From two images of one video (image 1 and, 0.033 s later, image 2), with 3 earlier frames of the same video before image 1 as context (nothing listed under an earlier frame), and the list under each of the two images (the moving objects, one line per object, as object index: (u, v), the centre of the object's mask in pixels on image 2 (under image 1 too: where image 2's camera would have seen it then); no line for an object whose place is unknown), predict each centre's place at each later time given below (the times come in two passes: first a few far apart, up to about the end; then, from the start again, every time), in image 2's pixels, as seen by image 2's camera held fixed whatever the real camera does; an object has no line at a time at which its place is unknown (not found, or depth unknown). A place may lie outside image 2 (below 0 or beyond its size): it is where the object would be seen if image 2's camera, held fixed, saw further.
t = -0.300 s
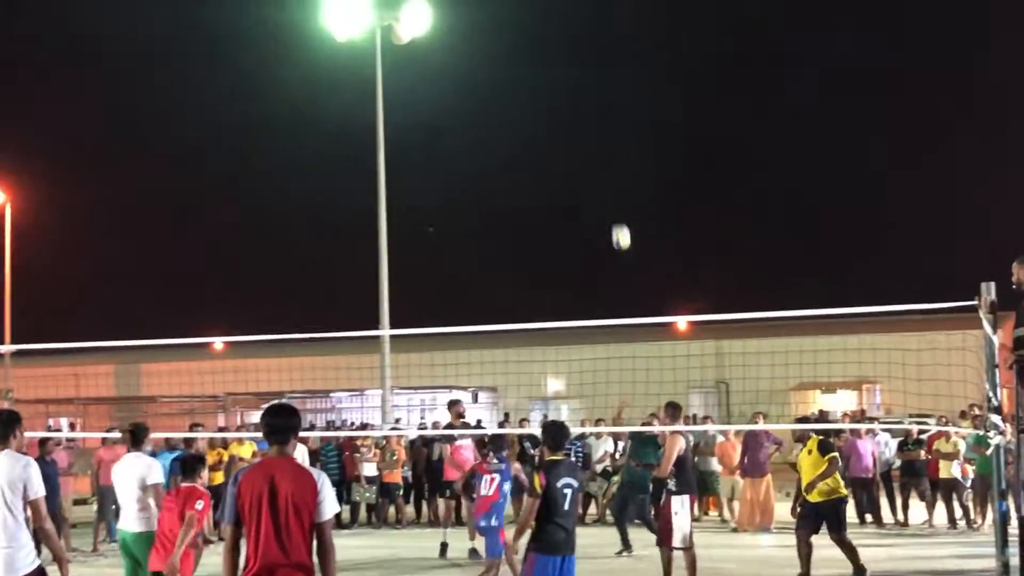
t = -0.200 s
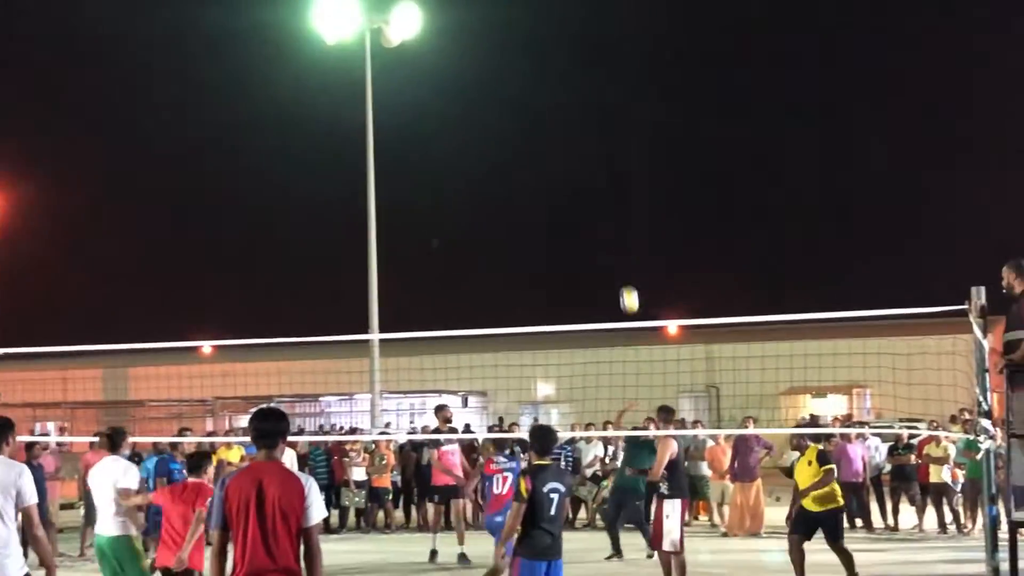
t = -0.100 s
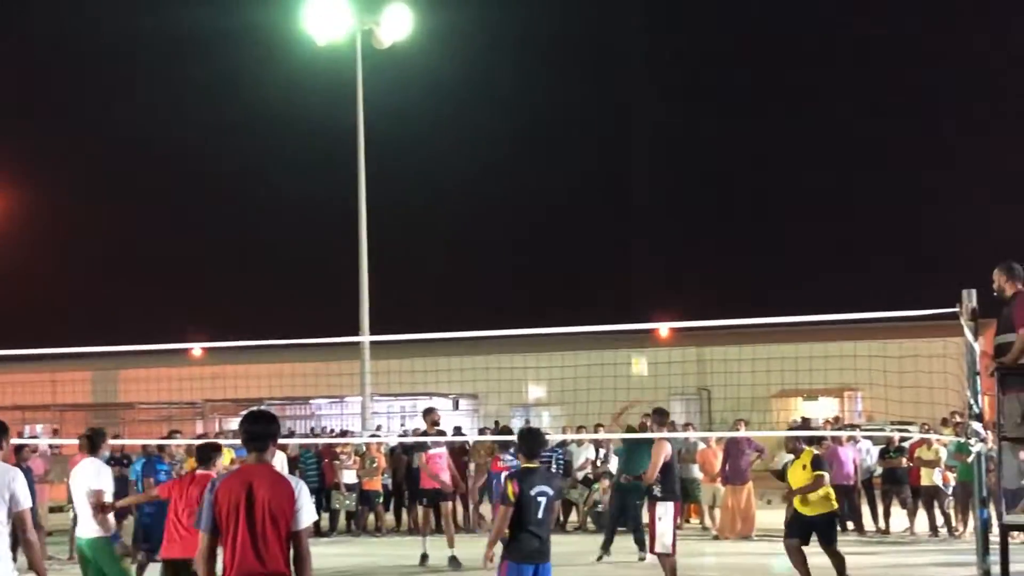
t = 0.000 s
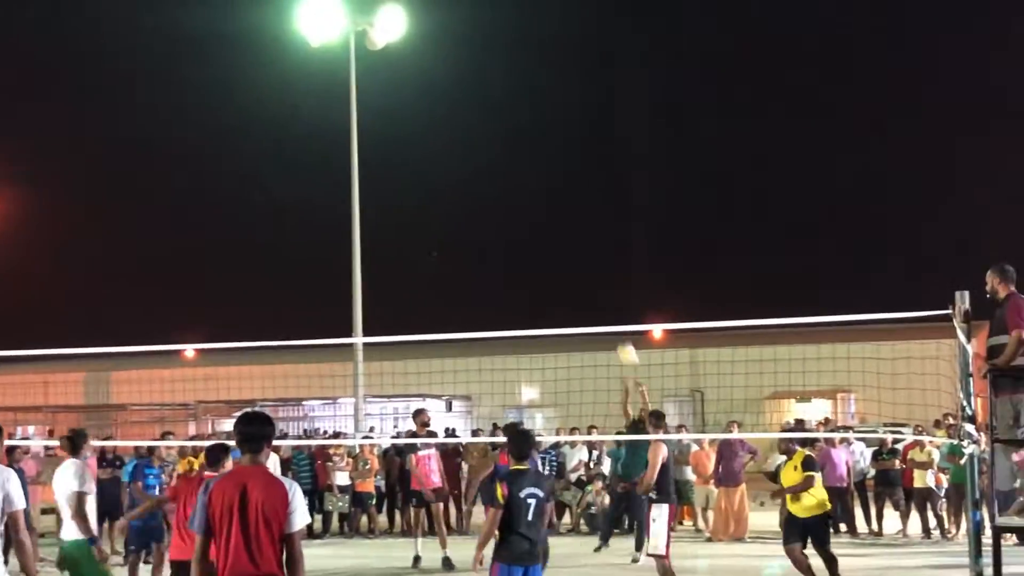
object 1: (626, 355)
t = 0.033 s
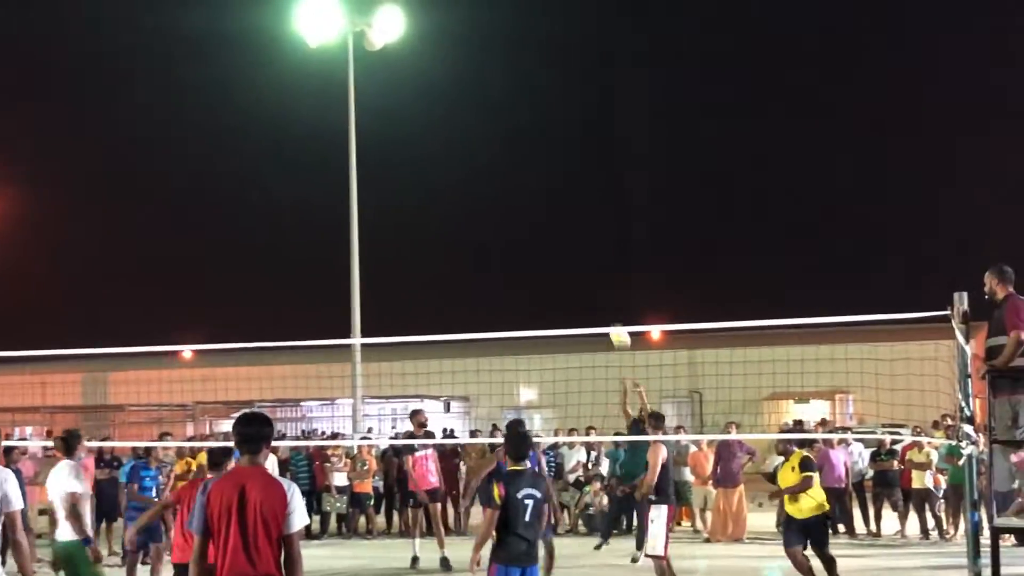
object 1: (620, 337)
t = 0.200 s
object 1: (589, 254)
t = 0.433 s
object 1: (547, 175)
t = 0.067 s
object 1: (613, 317)
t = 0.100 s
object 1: (607, 301)
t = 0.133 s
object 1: (601, 285)
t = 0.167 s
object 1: (595, 269)
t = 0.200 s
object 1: (589, 254)
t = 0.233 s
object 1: (583, 240)
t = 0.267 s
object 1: (577, 227)
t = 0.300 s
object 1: (571, 214)
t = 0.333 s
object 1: (565, 203)
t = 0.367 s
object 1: (559, 193)
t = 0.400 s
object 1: (553, 184)
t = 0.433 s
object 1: (547, 175)
